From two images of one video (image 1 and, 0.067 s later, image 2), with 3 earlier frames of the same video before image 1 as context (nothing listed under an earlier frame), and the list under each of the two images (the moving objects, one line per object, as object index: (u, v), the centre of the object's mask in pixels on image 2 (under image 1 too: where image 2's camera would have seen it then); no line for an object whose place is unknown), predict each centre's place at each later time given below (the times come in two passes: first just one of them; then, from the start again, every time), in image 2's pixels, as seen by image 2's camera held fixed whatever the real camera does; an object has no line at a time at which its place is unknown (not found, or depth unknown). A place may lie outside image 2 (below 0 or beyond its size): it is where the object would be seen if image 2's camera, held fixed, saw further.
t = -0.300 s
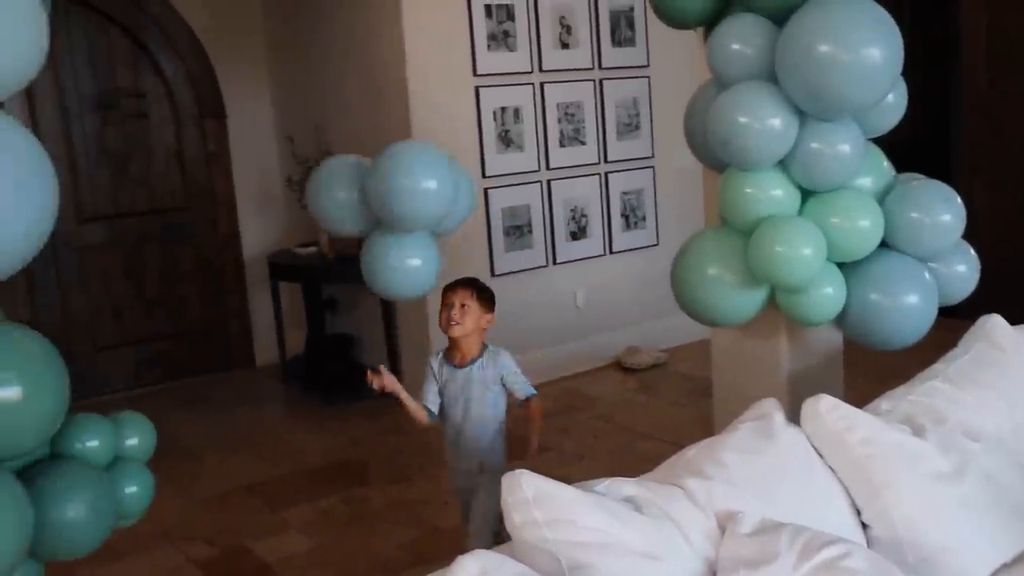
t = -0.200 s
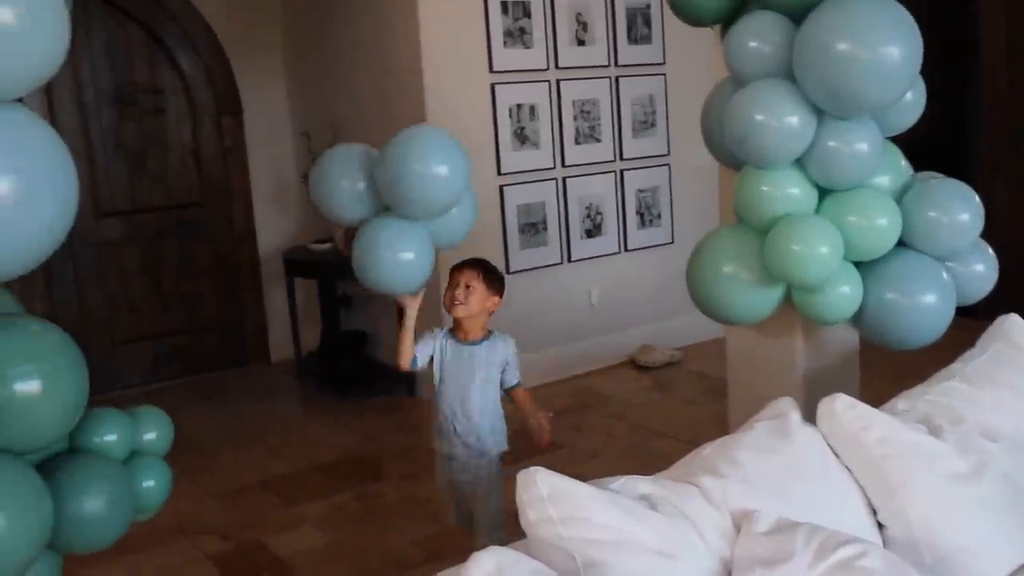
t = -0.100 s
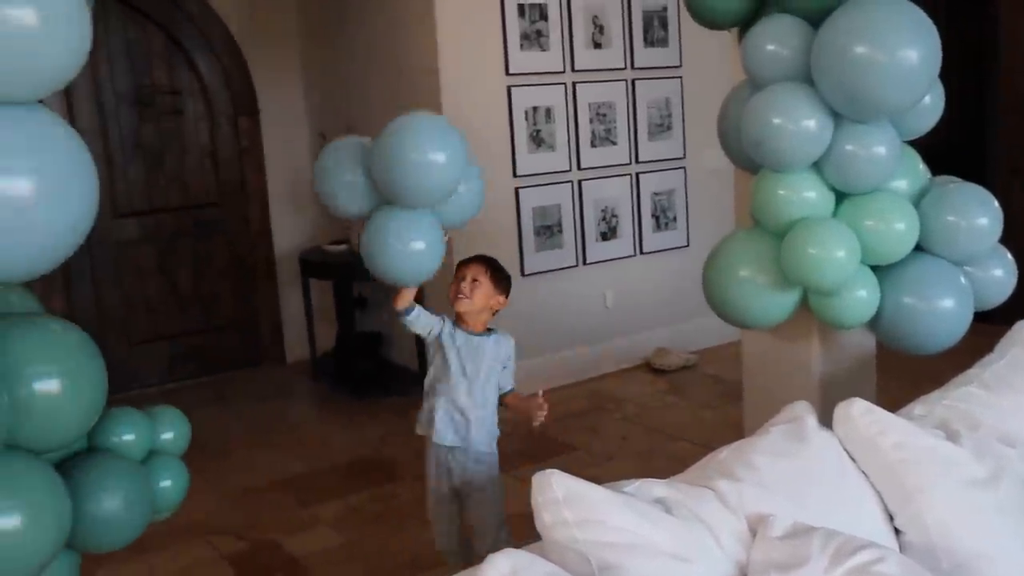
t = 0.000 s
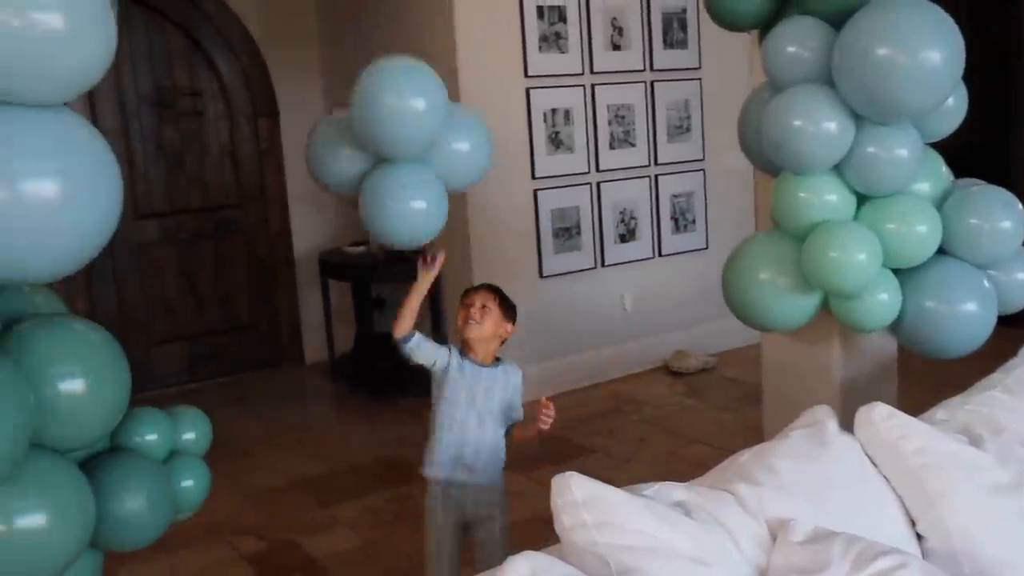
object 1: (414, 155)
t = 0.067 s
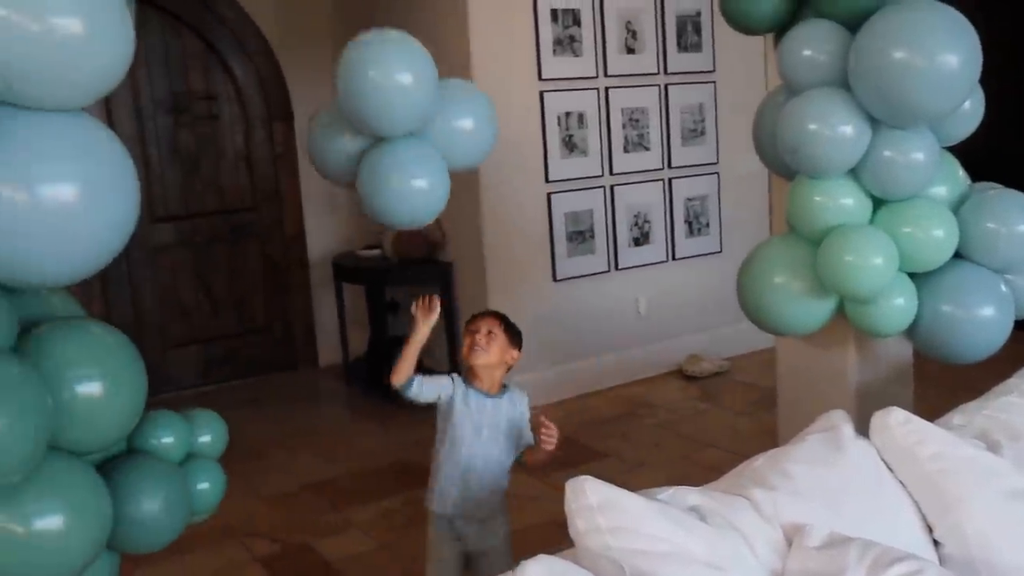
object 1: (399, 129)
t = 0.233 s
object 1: (360, 87)
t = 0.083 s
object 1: (395, 124)
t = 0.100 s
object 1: (391, 117)
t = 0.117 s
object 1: (387, 112)
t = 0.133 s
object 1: (383, 108)
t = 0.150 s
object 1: (379, 103)
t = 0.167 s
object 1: (375, 98)
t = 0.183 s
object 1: (371, 95)
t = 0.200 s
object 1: (368, 91)
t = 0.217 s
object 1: (364, 89)
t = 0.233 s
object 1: (360, 87)
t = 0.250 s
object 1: (357, 85)
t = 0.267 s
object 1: (353, 82)
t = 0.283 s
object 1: (350, 81)
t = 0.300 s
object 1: (346, 79)
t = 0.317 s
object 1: (342, 77)
